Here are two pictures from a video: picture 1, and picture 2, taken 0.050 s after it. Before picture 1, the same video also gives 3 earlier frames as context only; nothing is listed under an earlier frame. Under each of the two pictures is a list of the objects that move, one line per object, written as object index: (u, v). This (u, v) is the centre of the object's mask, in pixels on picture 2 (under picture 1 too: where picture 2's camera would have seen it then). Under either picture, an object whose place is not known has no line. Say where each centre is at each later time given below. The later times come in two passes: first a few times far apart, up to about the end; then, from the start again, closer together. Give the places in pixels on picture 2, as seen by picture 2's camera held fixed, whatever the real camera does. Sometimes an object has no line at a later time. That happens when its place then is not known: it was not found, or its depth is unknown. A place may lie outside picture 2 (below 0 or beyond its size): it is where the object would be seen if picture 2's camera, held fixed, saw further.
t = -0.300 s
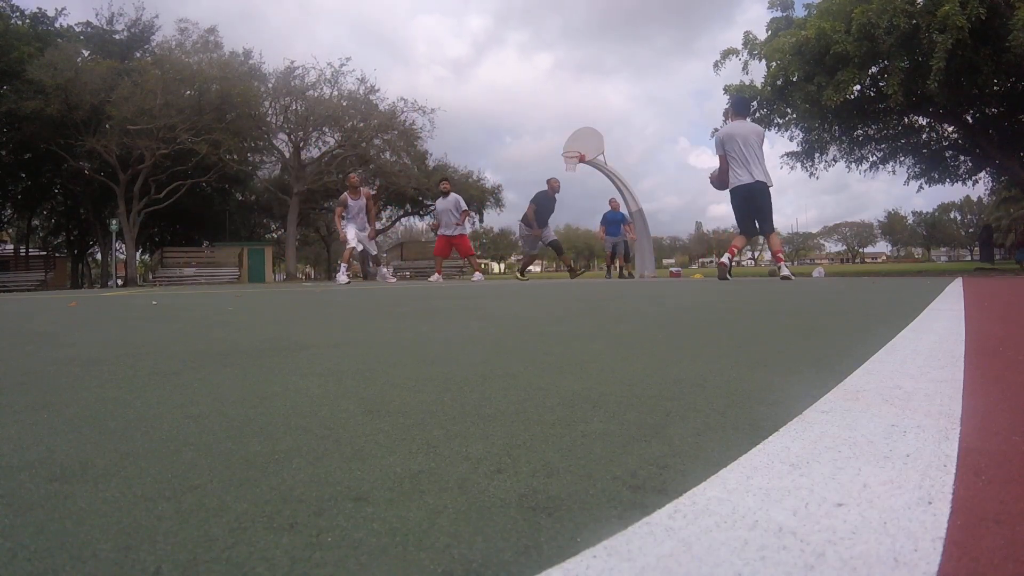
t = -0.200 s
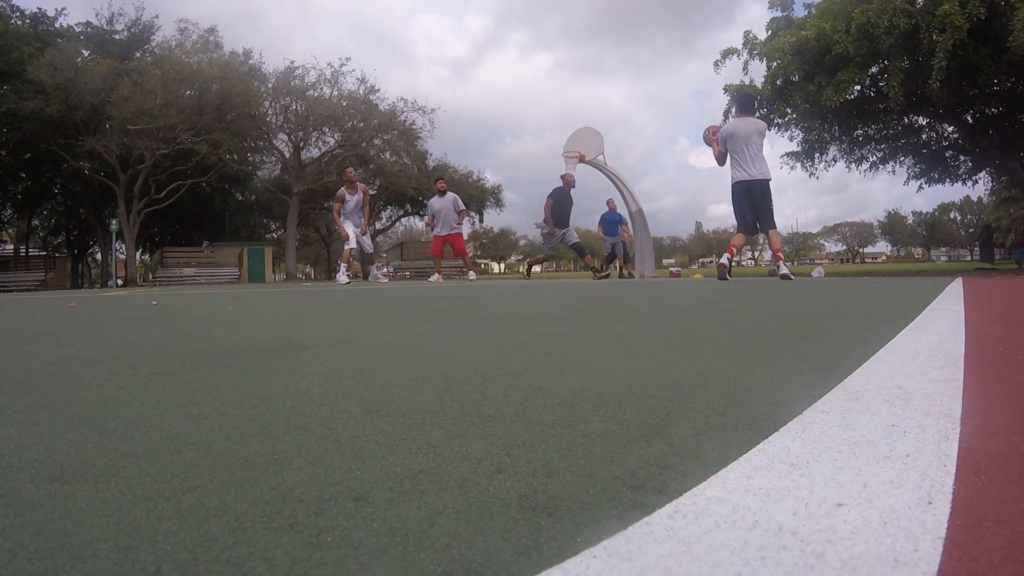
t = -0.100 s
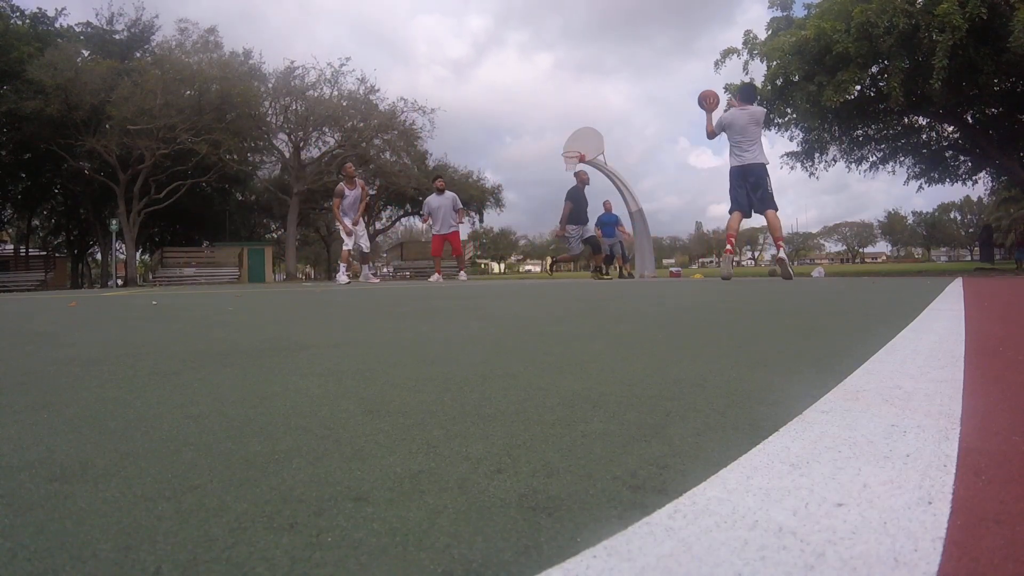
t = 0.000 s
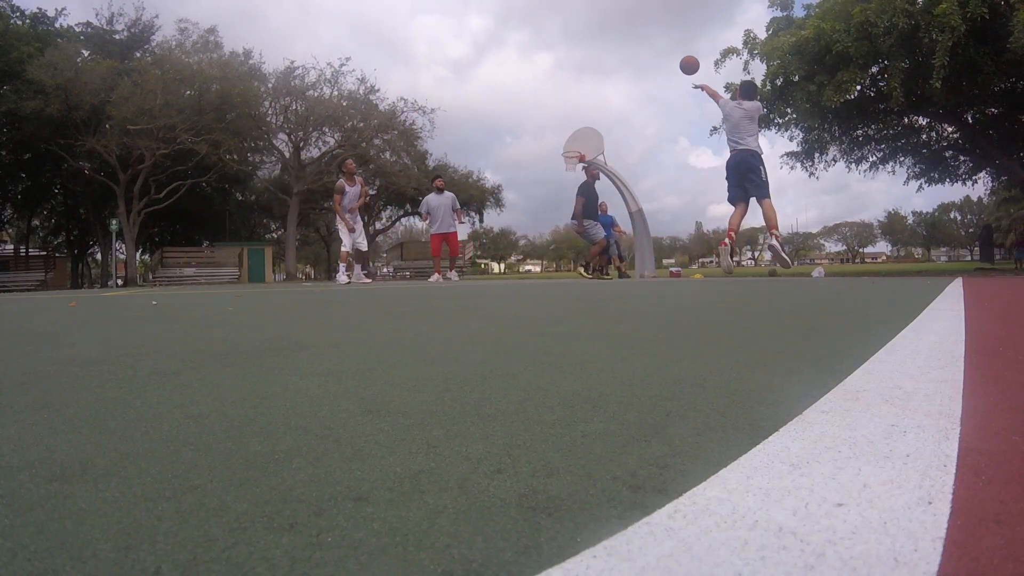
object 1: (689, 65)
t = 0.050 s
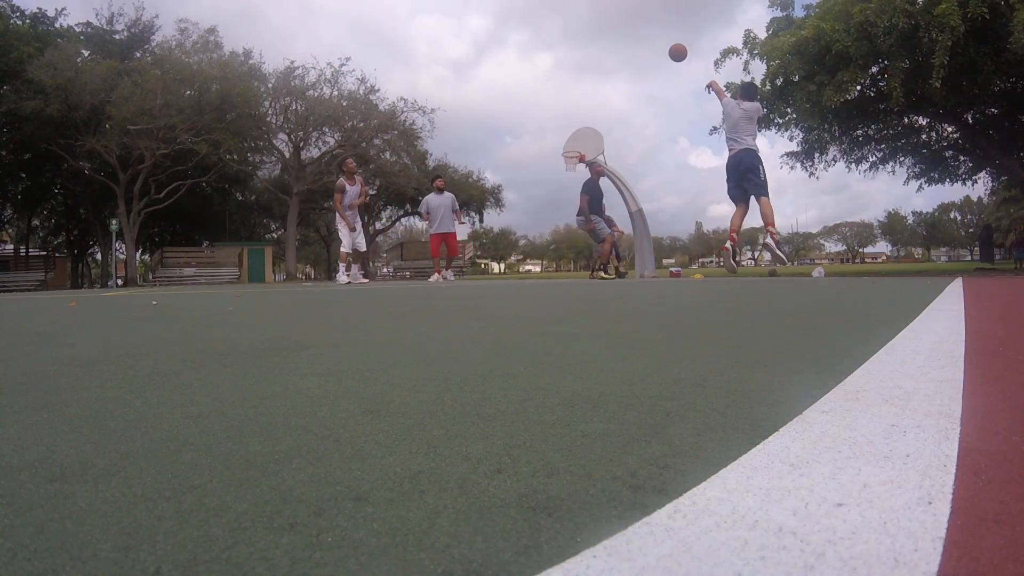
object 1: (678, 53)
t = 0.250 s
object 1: (643, 28)
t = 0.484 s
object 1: (618, 33)
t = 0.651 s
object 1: (606, 50)
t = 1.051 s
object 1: (587, 123)
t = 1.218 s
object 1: (583, 147)
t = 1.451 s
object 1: (575, 142)
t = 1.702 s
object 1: (568, 162)
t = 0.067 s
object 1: (674, 49)
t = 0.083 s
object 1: (671, 46)
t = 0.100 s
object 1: (668, 43)
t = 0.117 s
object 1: (664, 41)
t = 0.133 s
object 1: (661, 38)
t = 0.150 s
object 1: (659, 36)
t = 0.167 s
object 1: (656, 35)
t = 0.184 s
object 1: (653, 33)
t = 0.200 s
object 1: (650, 31)
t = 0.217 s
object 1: (648, 30)
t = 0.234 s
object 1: (646, 29)
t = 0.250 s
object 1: (643, 28)
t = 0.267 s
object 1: (641, 28)
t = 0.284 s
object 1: (639, 27)
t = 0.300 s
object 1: (637, 27)
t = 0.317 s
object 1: (635, 27)
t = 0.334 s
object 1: (633, 27)
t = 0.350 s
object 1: (631, 27)
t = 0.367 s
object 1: (629, 27)
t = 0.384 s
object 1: (628, 28)
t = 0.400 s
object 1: (626, 28)
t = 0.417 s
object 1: (624, 29)
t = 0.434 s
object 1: (623, 30)
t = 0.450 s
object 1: (621, 31)
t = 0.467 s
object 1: (620, 32)
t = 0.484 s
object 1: (618, 33)
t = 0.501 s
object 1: (617, 34)
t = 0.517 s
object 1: (615, 36)
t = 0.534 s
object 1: (614, 37)
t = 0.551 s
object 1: (613, 39)
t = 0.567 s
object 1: (612, 40)
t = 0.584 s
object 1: (610, 42)
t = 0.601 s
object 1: (609, 44)
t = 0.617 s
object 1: (608, 46)
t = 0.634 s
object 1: (607, 48)
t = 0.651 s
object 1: (606, 50)
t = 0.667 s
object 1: (605, 52)
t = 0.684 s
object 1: (604, 54)
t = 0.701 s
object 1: (603, 57)
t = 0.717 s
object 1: (602, 59)
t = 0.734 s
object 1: (601, 62)
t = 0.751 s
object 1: (600, 64)
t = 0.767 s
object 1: (599, 67)
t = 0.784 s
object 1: (599, 70)
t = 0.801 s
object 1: (598, 72)
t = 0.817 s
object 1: (597, 75)
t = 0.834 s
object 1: (596, 78)
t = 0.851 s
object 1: (595, 81)
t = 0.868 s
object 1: (595, 84)
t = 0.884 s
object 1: (594, 88)
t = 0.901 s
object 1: (593, 91)
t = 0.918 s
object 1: (592, 94)
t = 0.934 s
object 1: (592, 98)
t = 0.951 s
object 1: (591, 101)
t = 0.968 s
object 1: (590, 105)
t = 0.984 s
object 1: (590, 108)
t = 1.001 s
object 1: (589, 112)
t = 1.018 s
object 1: (588, 116)
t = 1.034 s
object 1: (588, 119)
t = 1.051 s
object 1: (587, 123)
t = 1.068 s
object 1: (587, 127)
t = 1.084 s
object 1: (586, 131)
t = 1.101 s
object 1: (586, 135)
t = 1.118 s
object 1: (585, 139)
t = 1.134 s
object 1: (585, 143)
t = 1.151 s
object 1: (584, 147)
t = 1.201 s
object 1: (583, 149)
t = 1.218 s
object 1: (583, 147)
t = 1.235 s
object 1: (582, 146)
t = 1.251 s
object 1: (582, 145)
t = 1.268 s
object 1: (581, 145)
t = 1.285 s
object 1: (581, 144)
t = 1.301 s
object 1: (580, 143)
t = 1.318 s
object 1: (579, 143)
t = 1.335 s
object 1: (579, 142)
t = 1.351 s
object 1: (578, 142)
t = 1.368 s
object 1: (578, 142)
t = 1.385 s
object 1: (577, 142)
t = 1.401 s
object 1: (577, 142)
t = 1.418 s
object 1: (576, 142)
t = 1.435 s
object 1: (576, 142)
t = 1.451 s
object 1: (575, 142)
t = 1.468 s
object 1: (575, 143)
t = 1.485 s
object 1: (575, 143)
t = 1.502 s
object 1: (574, 144)
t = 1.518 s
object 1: (574, 145)
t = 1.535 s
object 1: (573, 146)
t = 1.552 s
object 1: (573, 147)
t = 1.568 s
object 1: (572, 148)
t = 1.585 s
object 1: (572, 149)
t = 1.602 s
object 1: (571, 151)
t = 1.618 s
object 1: (571, 152)
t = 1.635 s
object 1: (570, 154)
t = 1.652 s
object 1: (569, 156)
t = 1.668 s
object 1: (569, 158)
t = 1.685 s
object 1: (569, 160)
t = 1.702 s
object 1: (568, 162)
